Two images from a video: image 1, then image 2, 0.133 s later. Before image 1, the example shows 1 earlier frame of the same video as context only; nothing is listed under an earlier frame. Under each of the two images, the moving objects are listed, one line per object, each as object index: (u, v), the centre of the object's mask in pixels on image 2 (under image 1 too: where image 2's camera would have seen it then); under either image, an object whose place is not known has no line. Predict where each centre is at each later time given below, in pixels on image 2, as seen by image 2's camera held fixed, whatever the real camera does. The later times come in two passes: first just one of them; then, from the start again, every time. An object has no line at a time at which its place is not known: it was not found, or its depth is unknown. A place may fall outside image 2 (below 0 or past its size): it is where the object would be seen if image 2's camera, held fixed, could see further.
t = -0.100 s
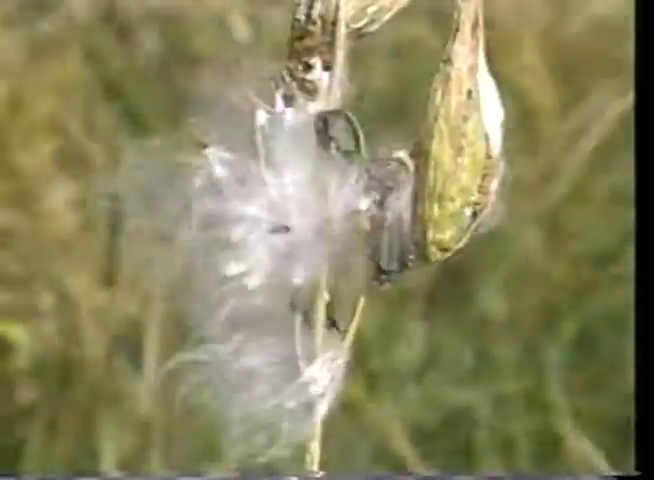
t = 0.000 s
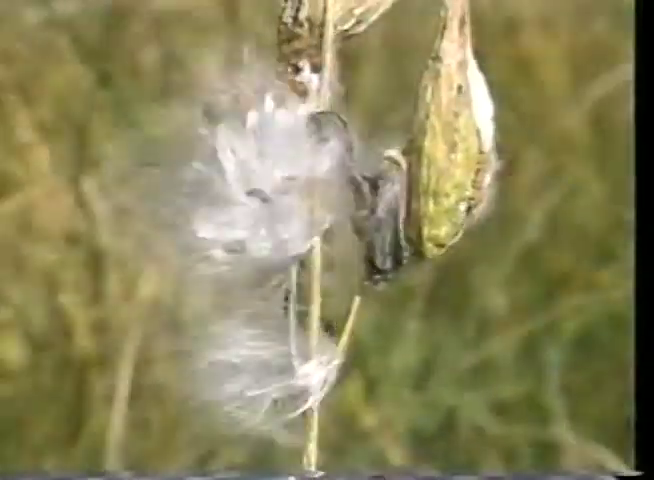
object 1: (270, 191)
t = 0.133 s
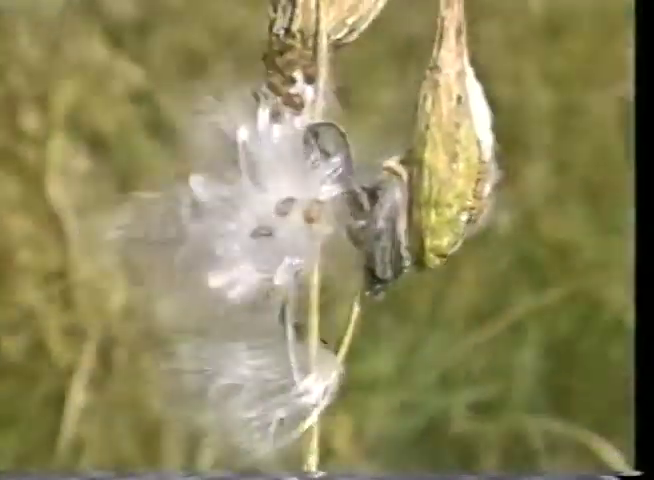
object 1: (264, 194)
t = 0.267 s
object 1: (261, 201)
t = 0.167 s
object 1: (264, 191)
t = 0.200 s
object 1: (268, 186)
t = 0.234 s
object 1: (265, 198)
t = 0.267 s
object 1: (261, 201)
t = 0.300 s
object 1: (265, 202)
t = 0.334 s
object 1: (272, 198)
